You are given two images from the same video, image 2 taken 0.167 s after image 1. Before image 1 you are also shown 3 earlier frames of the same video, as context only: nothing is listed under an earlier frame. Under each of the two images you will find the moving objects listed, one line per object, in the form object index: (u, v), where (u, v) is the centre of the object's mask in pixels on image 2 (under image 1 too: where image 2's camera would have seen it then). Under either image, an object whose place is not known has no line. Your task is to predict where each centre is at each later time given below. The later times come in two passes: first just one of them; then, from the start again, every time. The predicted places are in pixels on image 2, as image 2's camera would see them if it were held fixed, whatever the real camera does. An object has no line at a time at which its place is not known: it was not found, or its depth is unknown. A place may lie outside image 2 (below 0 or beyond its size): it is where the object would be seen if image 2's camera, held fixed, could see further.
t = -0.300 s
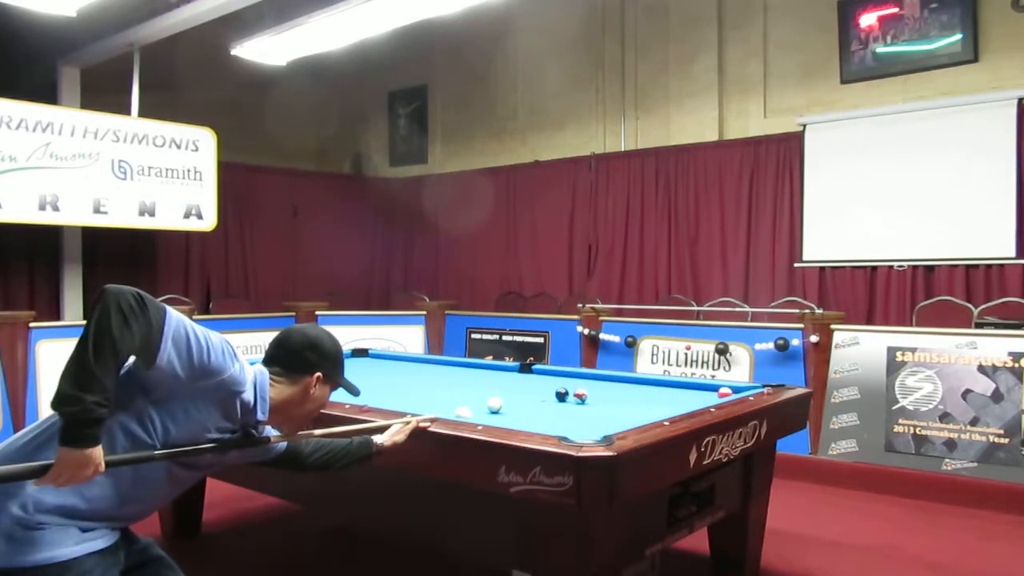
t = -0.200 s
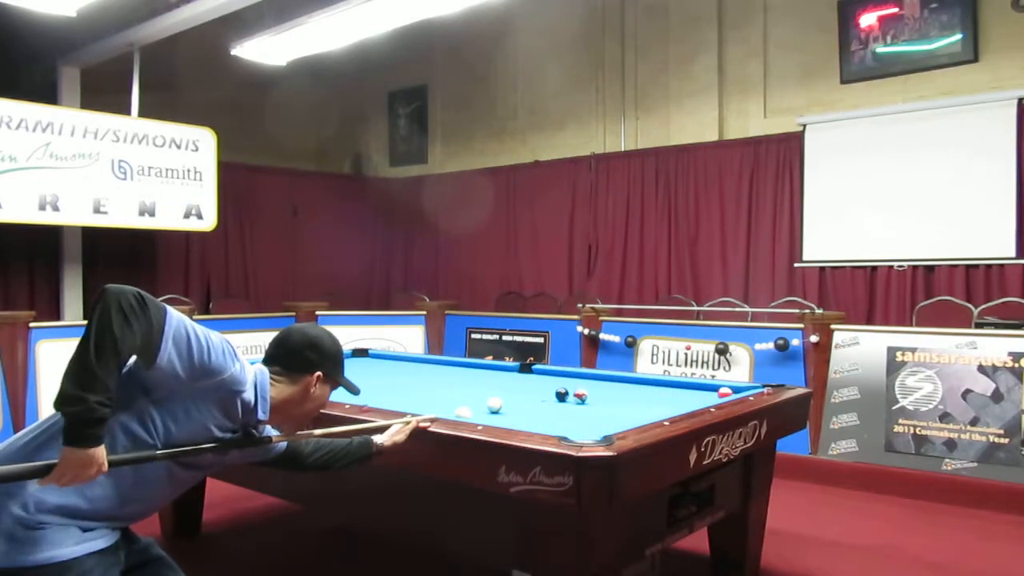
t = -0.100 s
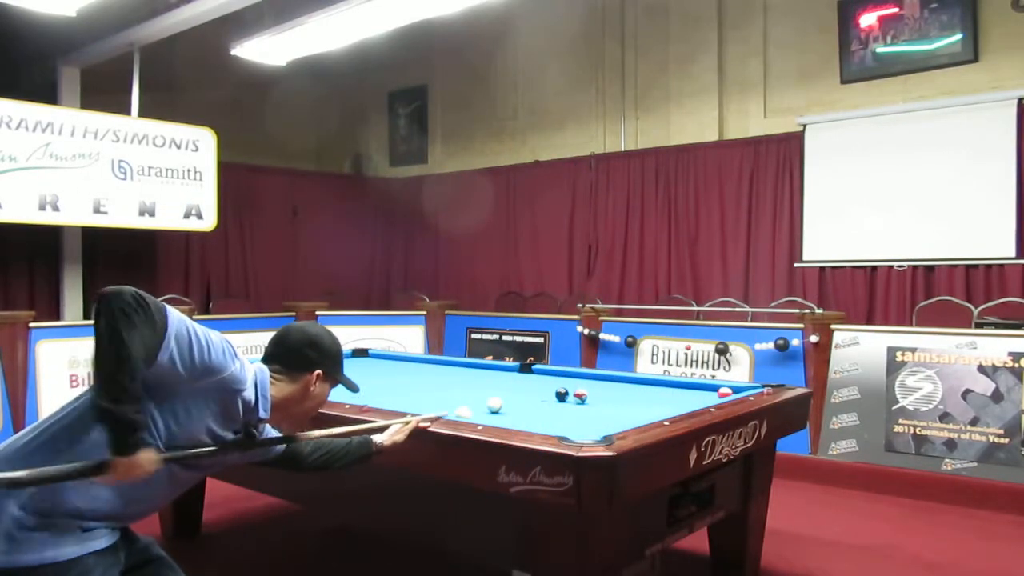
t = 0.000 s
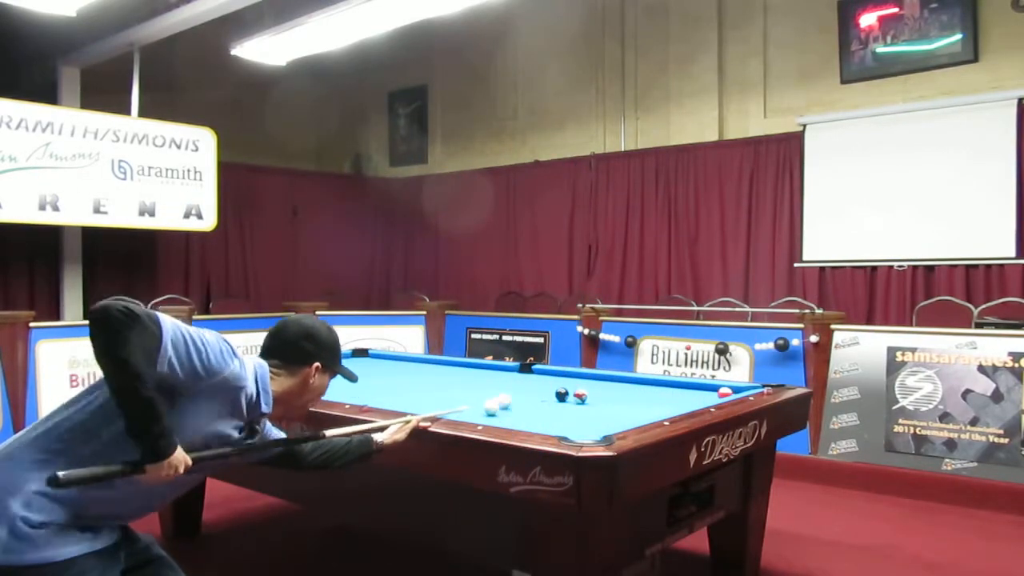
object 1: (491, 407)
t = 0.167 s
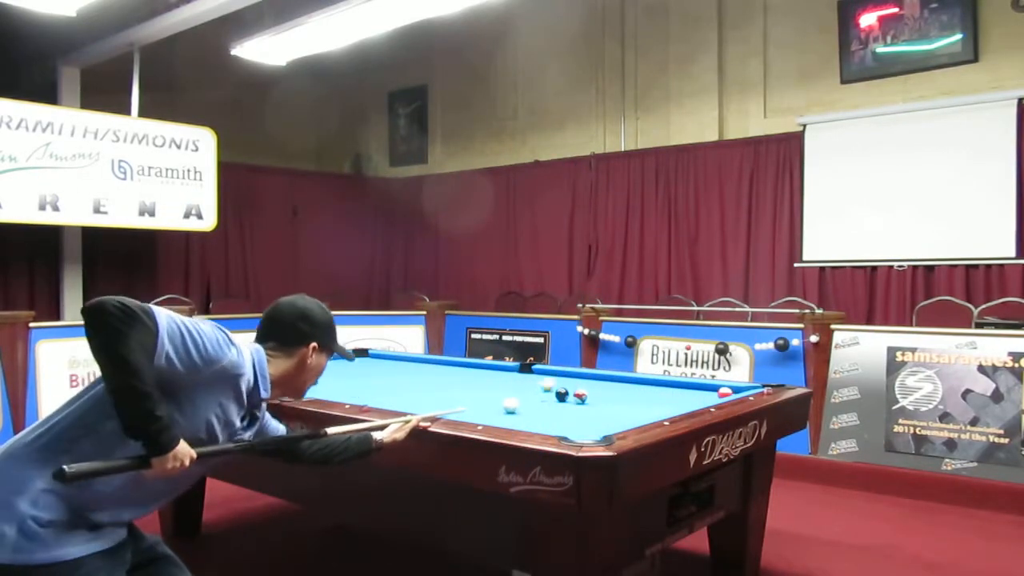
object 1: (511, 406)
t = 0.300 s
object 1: (530, 402)
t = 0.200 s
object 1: (515, 405)
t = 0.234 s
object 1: (520, 404)
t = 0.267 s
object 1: (525, 403)
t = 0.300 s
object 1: (530, 402)
